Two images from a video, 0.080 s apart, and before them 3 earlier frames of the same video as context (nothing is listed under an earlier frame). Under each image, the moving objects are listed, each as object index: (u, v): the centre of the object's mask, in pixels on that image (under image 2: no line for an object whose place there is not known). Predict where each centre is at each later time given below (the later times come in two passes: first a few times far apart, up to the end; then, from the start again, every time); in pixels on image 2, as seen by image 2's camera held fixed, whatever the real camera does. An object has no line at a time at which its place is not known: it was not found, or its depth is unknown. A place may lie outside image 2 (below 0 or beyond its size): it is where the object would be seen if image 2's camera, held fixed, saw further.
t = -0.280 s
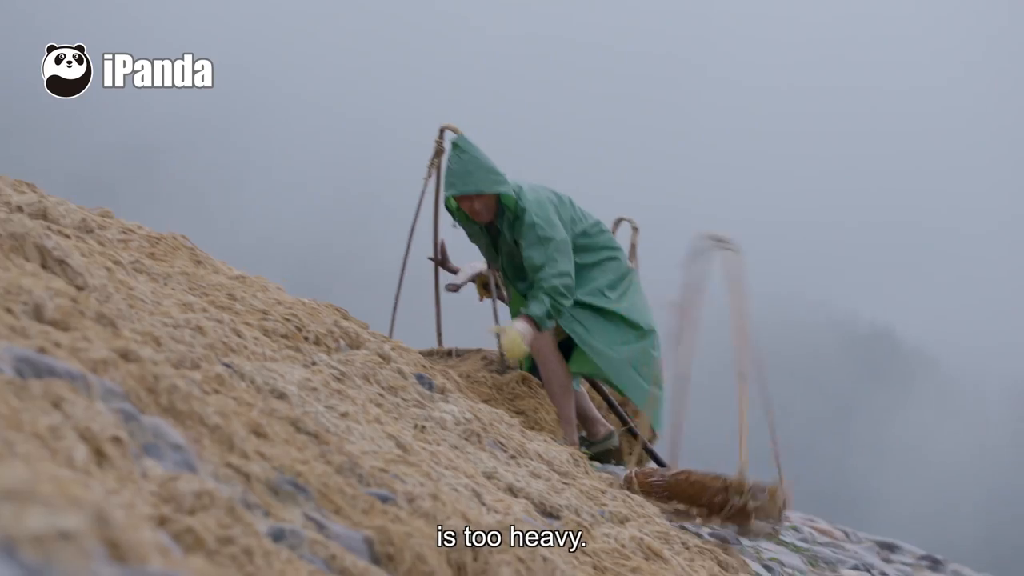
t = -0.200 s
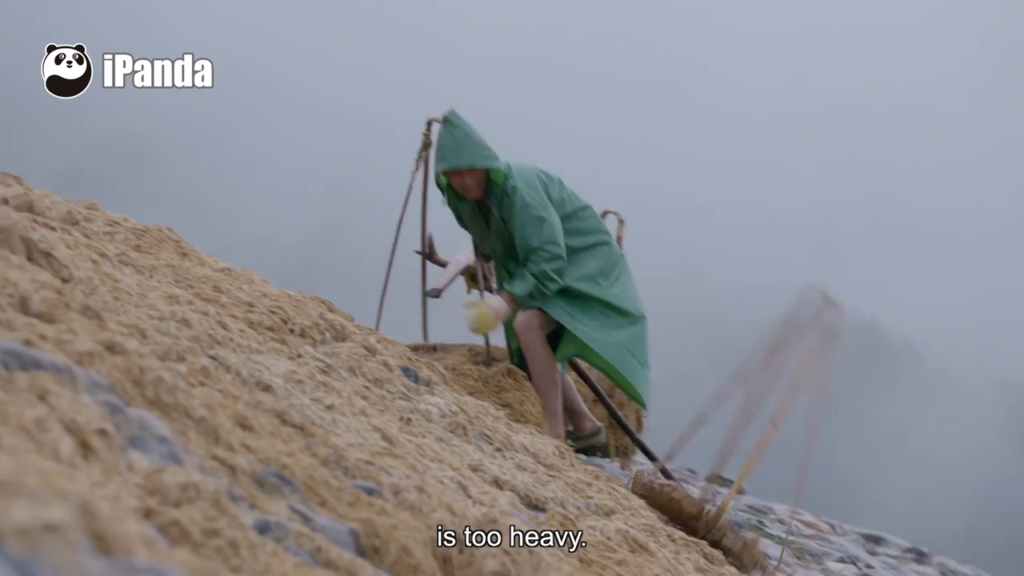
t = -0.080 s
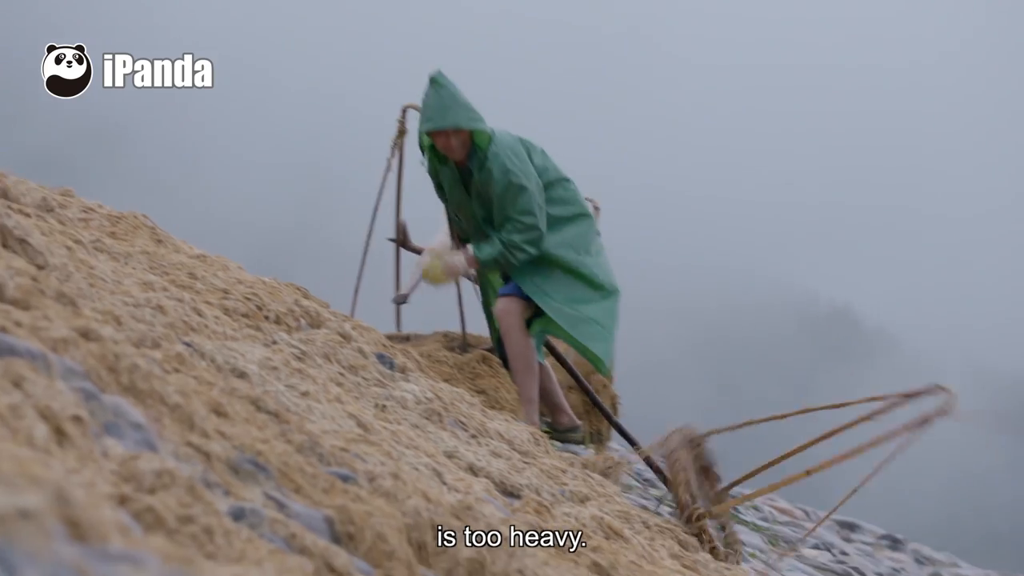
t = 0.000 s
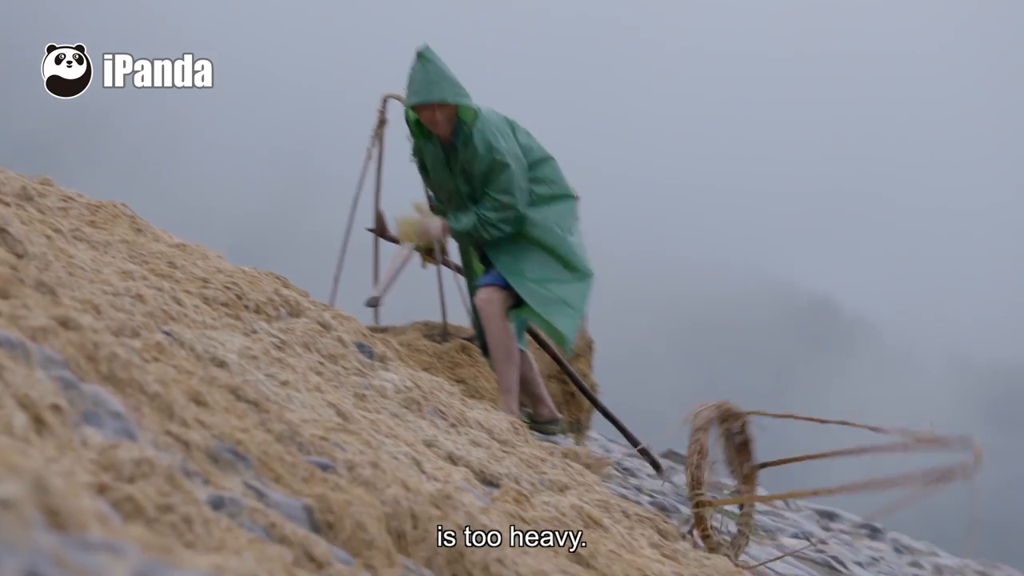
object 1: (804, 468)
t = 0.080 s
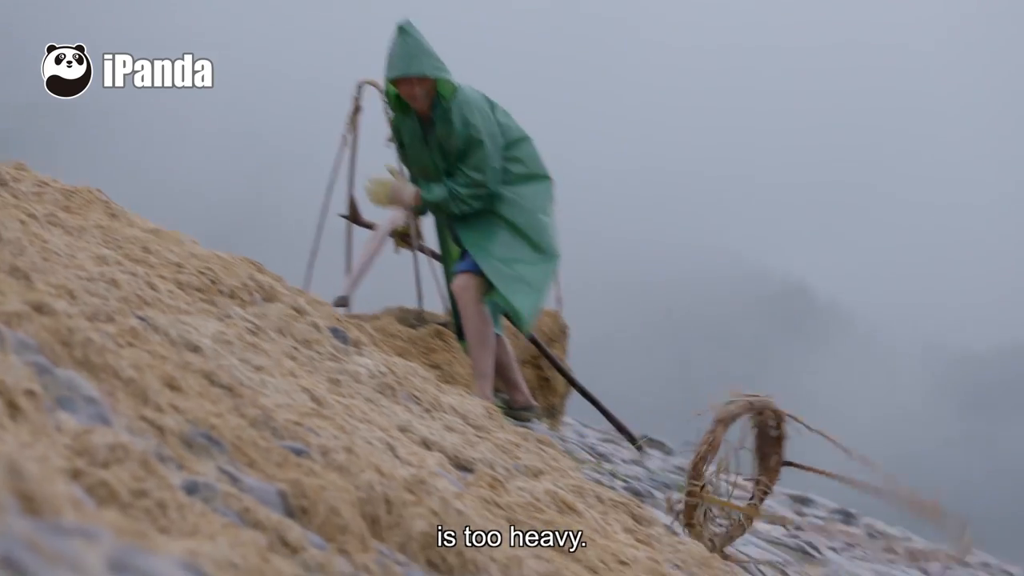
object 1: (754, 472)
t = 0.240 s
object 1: (802, 525)
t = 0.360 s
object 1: (829, 548)
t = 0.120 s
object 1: (754, 479)
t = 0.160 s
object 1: (770, 495)
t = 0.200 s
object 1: (792, 517)
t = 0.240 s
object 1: (802, 525)
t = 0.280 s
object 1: (814, 534)
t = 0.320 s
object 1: (820, 541)
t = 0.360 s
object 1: (829, 548)
